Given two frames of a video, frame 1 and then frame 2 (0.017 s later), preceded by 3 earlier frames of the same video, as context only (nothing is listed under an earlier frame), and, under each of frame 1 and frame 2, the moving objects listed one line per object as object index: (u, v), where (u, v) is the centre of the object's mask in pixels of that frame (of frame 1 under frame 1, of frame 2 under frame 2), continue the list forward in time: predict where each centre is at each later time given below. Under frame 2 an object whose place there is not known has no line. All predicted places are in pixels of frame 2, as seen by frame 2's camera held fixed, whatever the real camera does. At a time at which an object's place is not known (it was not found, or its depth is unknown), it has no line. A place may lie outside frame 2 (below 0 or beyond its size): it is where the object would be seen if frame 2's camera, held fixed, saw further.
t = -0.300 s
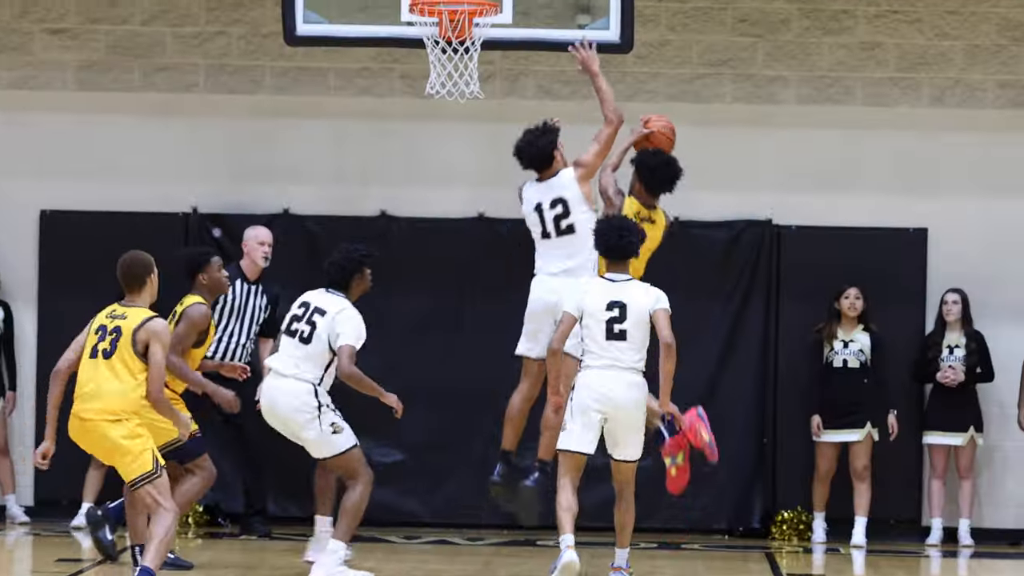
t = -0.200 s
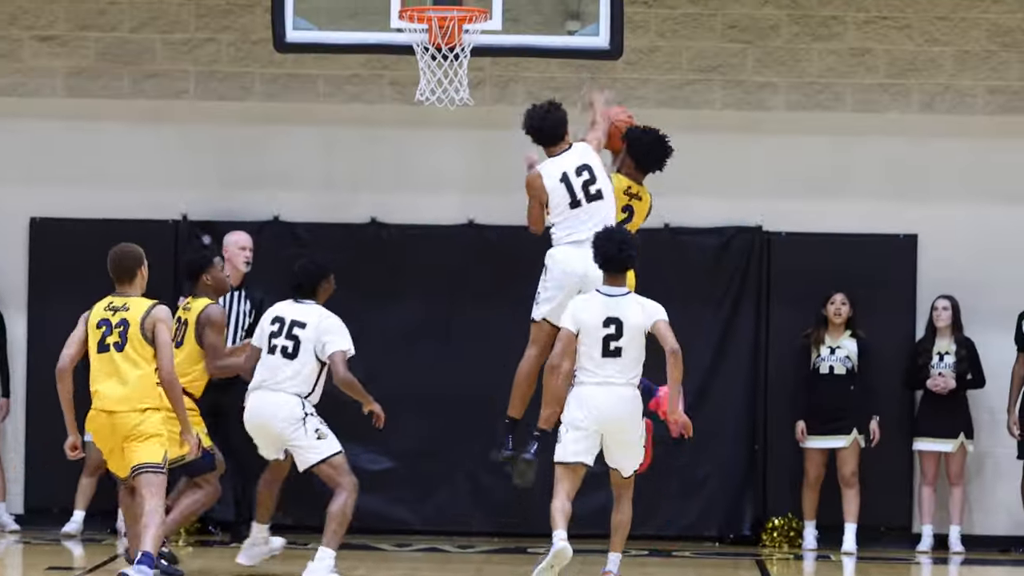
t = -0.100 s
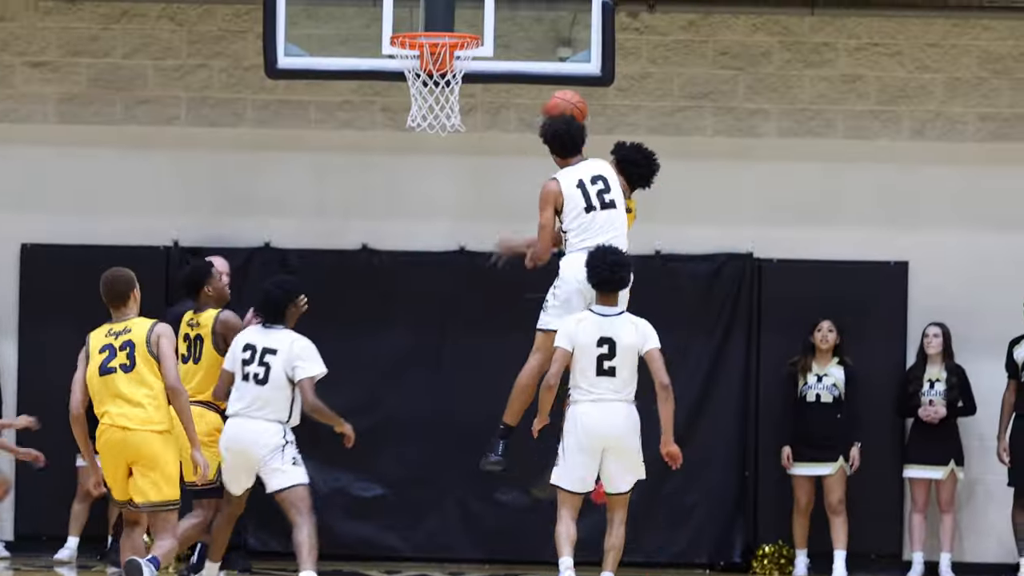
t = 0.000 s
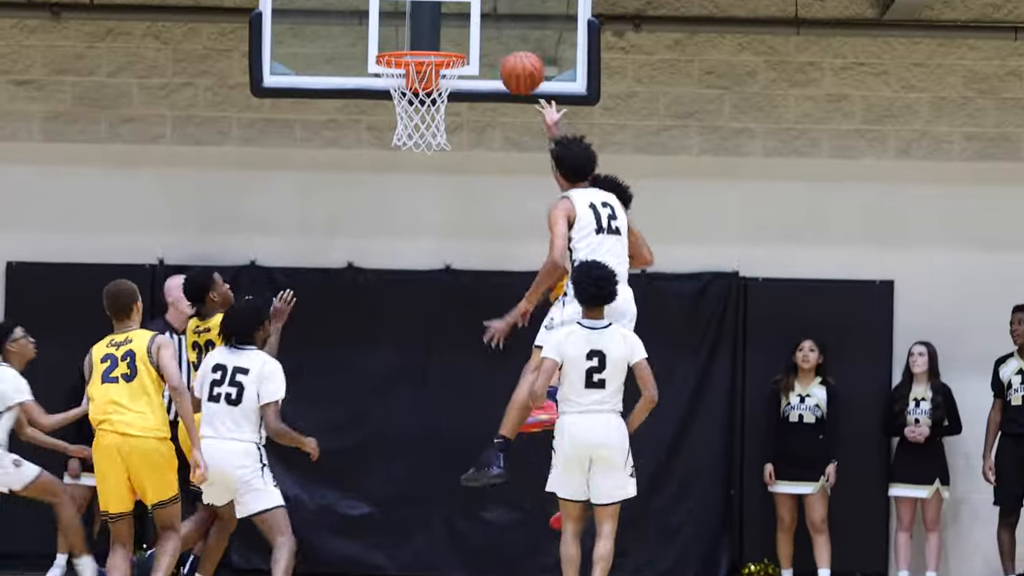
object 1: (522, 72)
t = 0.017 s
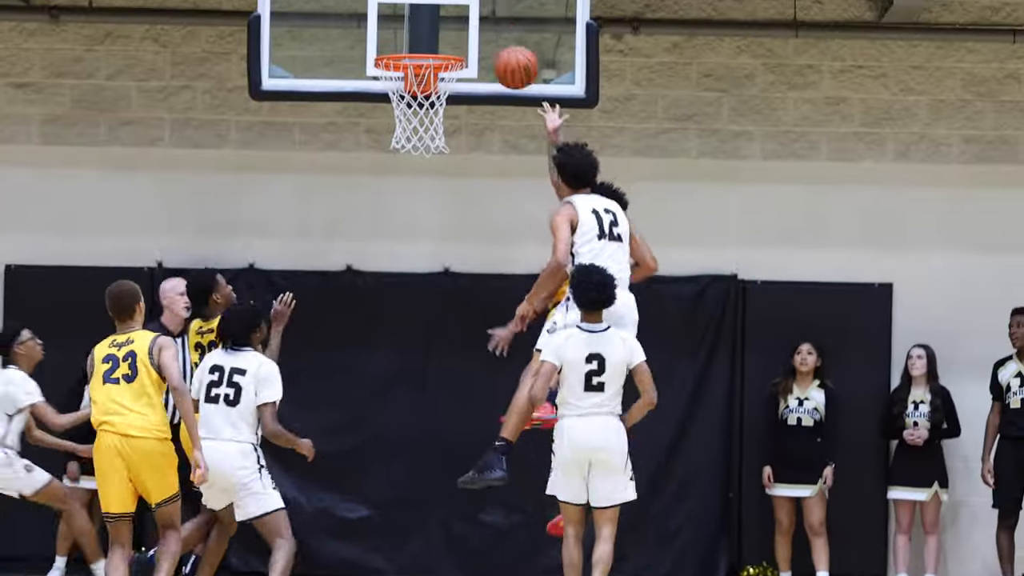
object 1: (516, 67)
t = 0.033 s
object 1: (511, 60)
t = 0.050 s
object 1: (508, 52)
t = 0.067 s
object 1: (503, 45)
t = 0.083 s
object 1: (498, 38)
